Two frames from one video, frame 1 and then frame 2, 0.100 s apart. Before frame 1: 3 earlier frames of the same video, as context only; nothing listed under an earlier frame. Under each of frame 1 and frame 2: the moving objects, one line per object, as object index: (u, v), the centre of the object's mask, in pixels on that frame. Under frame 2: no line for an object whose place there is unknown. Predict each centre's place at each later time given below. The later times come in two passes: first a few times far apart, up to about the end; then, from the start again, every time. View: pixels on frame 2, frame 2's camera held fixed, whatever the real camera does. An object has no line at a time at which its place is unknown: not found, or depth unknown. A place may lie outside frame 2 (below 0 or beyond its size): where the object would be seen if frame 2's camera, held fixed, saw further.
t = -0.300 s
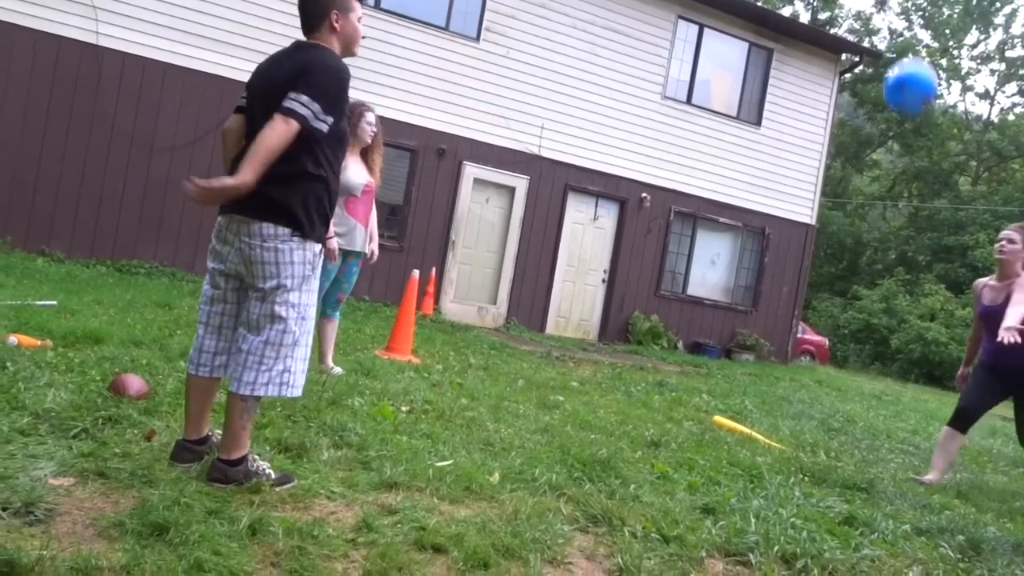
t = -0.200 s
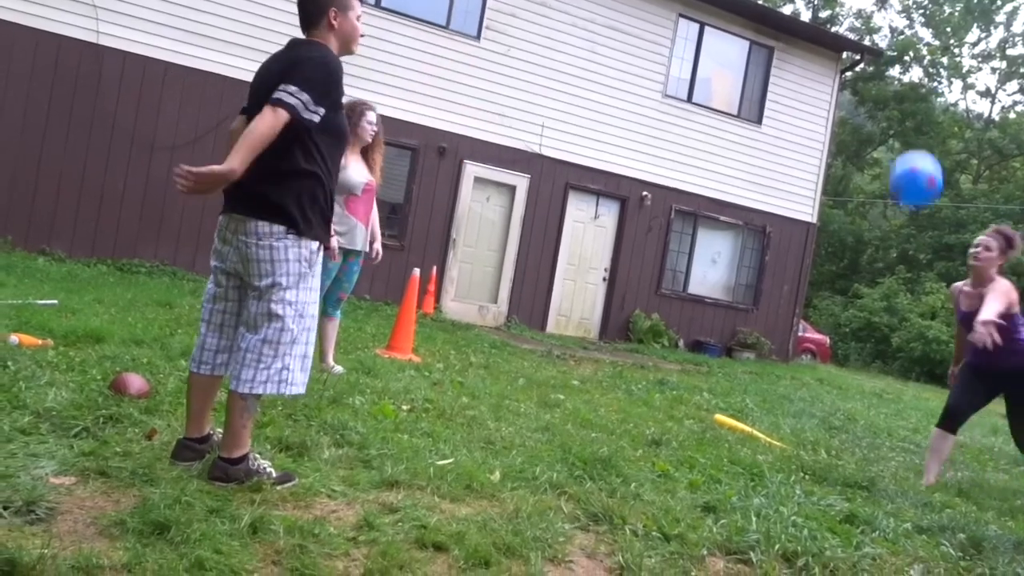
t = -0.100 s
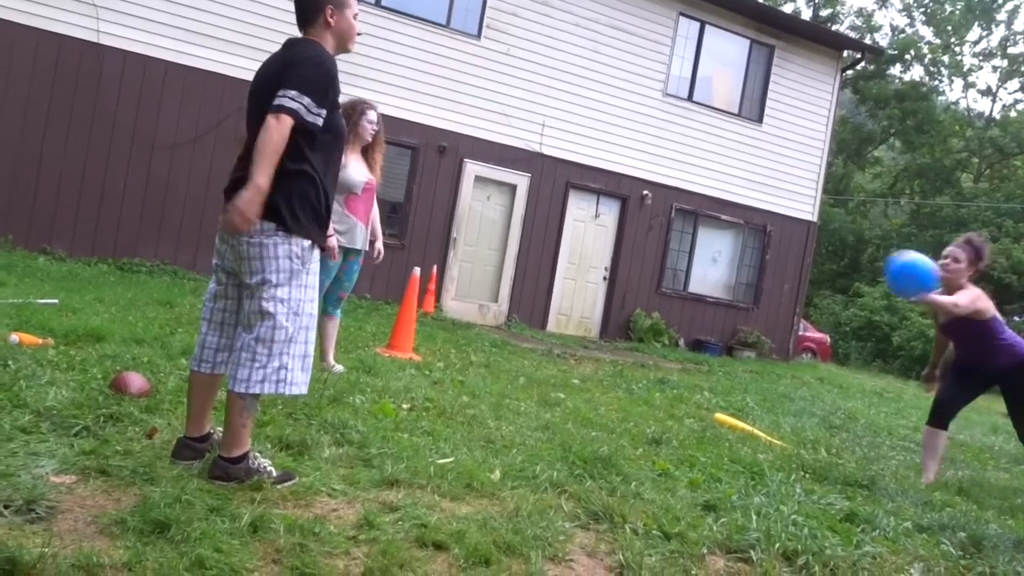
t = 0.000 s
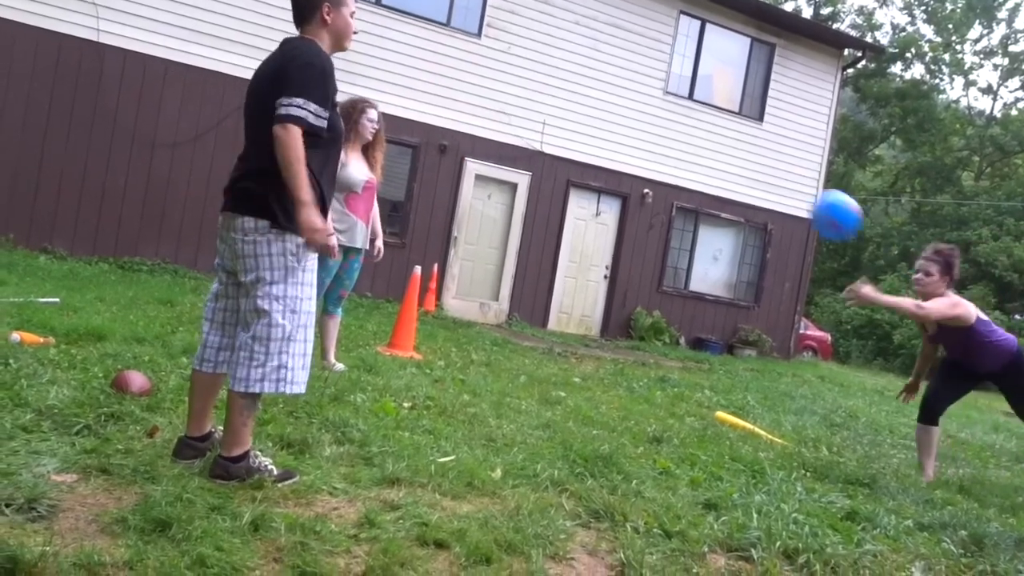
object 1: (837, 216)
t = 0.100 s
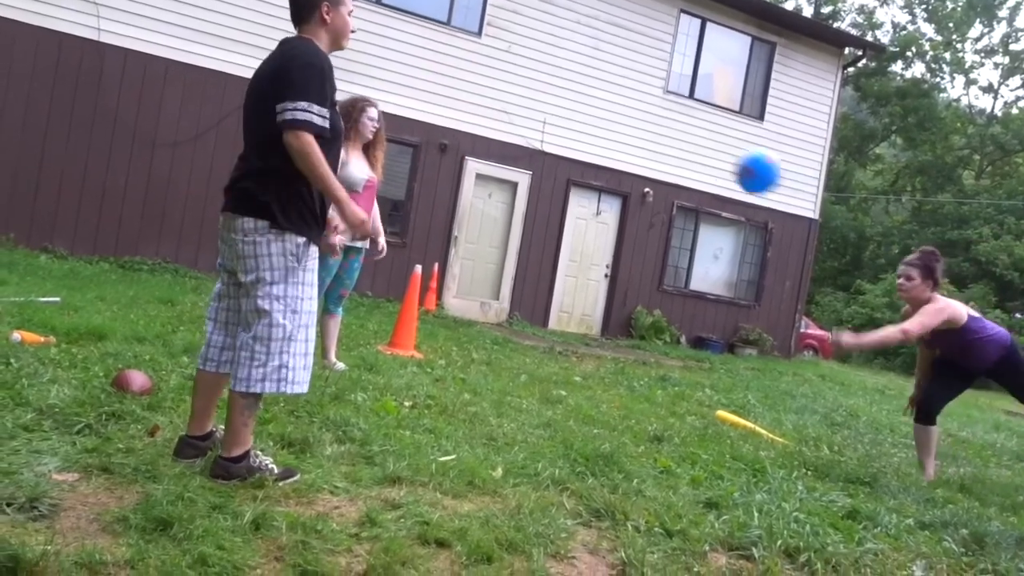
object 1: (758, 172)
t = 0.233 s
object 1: (660, 149)
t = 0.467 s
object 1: (501, 189)
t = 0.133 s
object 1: (732, 163)
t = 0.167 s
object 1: (708, 156)
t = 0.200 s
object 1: (684, 152)
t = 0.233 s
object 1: (660, 149)
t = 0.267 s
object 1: (637, 149)
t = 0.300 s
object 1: (614, 151)
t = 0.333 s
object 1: (591, 157)
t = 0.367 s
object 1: (567, 163)
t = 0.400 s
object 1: (546, 169)
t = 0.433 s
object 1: (524, 178)
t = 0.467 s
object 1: (501, 189)
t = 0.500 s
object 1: (479, 201)
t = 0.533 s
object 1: (457, 215)
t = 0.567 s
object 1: (437, 230)
